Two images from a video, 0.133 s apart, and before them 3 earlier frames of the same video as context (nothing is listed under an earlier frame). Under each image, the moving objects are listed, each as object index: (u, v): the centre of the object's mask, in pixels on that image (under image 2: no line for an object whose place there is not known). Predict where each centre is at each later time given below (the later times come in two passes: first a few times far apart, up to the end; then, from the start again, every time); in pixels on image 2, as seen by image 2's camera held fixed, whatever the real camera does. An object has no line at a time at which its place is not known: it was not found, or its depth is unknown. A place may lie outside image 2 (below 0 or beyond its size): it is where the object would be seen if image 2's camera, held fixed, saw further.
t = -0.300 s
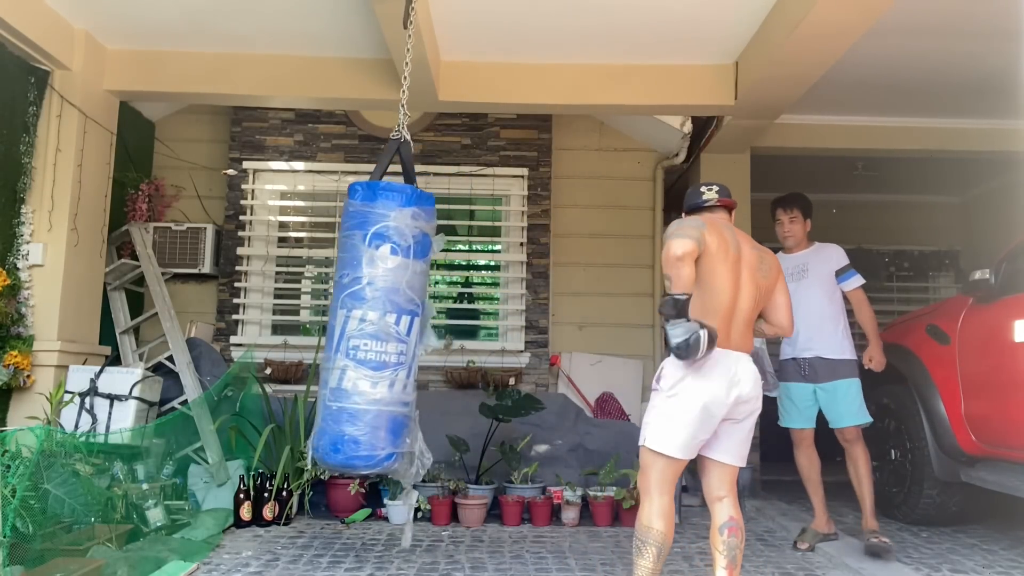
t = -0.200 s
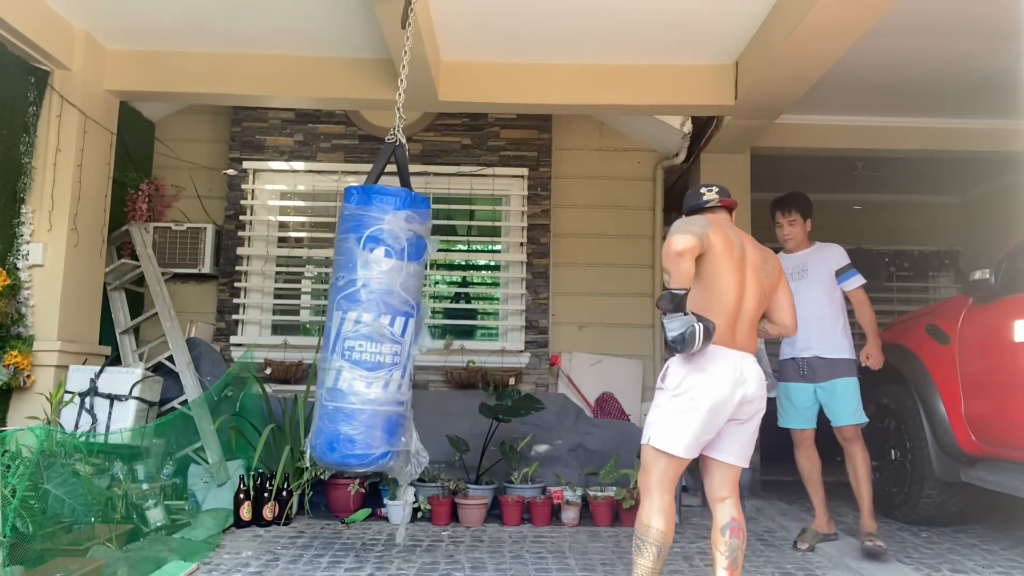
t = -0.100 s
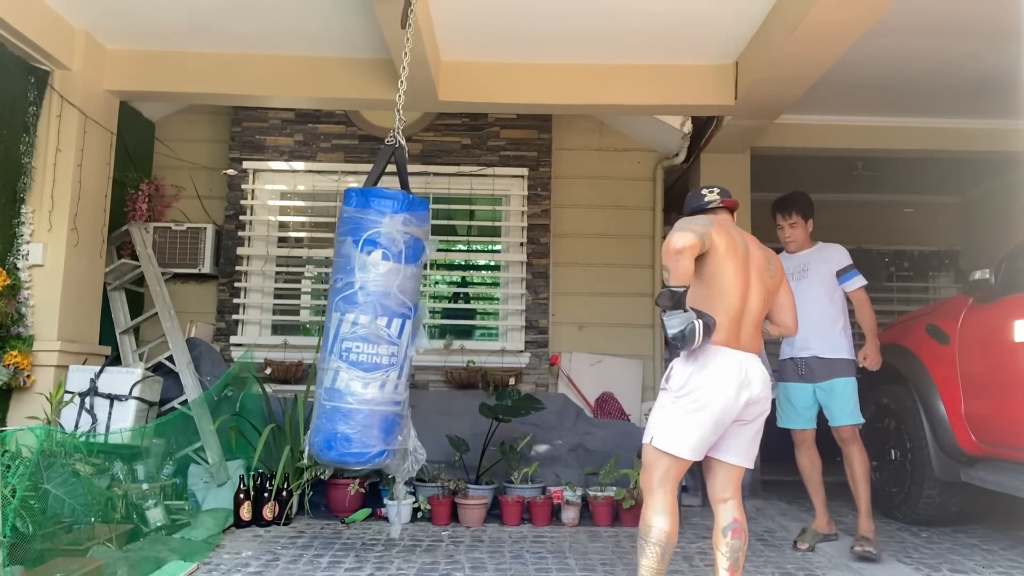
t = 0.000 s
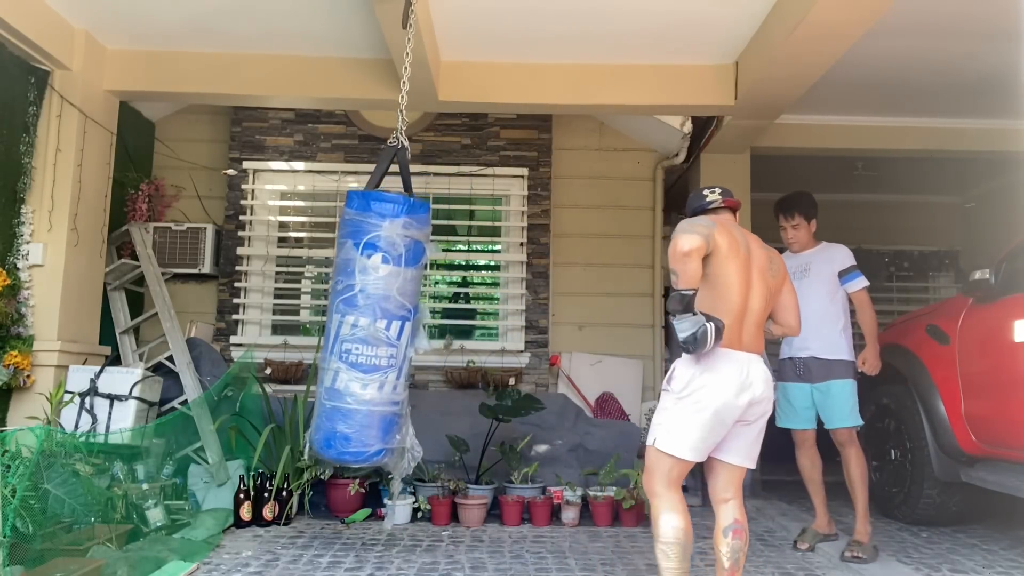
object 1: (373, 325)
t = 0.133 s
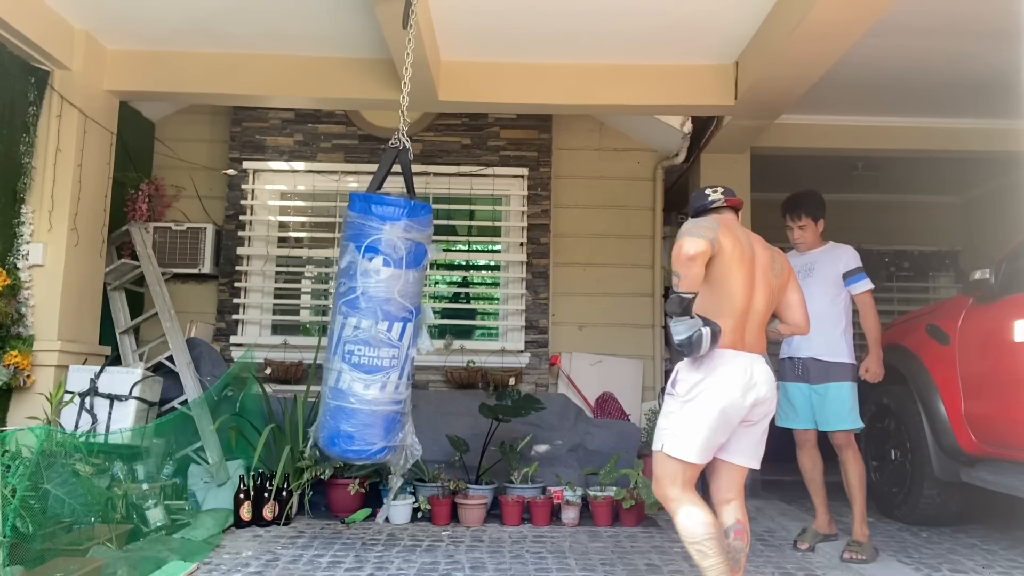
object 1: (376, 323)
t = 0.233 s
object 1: (380, 322)
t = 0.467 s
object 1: (394, 322)
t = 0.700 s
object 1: (411, 322)
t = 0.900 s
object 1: (425, 325)
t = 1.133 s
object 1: (436, 324)
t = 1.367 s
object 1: (439, 324)
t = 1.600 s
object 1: (431, 322)
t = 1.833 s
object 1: (416, 331)
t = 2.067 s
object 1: (395, 327)
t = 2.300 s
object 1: (381, 330)
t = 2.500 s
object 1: (375, 326)
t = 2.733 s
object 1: (378, 325)
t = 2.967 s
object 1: (388, 323)
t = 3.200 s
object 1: (403, 323)
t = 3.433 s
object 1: (418, 324)
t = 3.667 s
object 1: (431, 324)
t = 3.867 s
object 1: (436, 324)
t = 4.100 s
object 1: (433, 322)
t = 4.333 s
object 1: (421, 328)
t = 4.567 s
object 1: (404, 327)
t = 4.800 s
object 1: (388, 329)
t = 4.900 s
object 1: (381, 328)
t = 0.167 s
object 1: (377, 322)
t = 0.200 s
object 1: (378, 322)
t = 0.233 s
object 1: (380, 322)
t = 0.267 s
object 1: (382, 322)
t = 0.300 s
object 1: (383, 322)
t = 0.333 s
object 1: (385, 322)
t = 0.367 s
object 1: (387, 322)
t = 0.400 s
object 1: (390, 322)
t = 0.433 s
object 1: (392, 322)
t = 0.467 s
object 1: (394, 322)
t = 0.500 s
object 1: (397, 322)
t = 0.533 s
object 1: (399, 322)
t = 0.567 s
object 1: (402, 322)
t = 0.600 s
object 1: (404, 323)
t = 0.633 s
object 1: (406, 322)
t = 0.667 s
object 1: (409, 323)
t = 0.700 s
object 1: (411, 322)
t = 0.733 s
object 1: (413, 323)
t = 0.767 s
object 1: (415, 323)
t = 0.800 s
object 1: (418, 324)
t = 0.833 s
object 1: (420, 325)
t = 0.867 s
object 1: (423, 325)
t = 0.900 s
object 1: (425, 325)
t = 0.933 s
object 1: (427, 326)
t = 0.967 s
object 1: (429, 325)
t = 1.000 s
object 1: (430, 325)
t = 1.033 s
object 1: (432, 325)
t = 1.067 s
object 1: (434, 324)
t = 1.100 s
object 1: (435, 324)
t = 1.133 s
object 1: (436, 324)
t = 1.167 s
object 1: (437, 324)
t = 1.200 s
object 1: (437, 324)
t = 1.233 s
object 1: (438, 324)
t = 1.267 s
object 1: (438, 324)
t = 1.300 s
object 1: (438, 324)
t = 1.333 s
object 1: (438, 324)
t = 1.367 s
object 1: (439, 324)
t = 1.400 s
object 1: (438, 323)
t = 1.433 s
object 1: (438, 323)
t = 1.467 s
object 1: (437, 323)
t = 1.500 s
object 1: (435, 322)
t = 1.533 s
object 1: (434, 323)
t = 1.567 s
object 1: (433, 322)
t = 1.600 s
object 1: (431, 322)
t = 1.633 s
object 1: (429, 323)
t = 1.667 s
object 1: (427, 323)
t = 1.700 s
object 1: (425, 324)
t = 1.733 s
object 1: (422, 328)
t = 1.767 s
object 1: (421, 329)
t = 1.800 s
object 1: (419, 330)
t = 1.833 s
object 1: (416, 331)
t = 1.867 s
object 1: (411, 325)
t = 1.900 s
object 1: (411, 334)
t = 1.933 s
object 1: (407, 333)
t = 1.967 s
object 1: (405, 330)
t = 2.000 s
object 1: (401, 329)
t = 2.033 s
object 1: (397, 328)
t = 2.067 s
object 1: (395, 327)
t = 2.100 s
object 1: (392, 328)
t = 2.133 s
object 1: (389, 327)
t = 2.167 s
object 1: (387, 329)
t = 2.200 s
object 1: (386, 329)
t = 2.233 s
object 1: (384, 329)
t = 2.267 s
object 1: (381, 328)
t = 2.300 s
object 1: (381, 330)
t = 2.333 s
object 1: (379, 329)
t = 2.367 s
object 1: (378, 329)
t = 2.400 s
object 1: (377, 328)
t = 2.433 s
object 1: (376, 327)
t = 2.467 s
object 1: (375, 327)
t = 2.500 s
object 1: (375, 326)
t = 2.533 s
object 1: (373, 323)
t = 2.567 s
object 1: (373, 322)
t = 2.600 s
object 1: (373, 321)
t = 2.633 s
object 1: (375, 325)
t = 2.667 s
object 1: (376, 325)
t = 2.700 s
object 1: (377, 325)
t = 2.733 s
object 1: (378, 325)
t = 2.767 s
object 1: (379, 325)
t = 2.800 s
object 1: (380, 325)
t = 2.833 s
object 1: (382, 324)
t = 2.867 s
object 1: (383, 324)
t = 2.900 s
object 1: (385, 324)
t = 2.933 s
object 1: (387, 324)
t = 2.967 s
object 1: (388, 323)
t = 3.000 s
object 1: (390, 323)
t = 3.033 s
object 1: (392, 323)
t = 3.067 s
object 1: (394, 323)
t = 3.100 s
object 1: (396, 323)
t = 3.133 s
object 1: (399, 323)
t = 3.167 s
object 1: (401, 323)
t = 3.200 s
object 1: (403, 323)
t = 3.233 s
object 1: (405, 323)
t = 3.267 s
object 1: (408, 324)
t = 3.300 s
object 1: (410, 323)
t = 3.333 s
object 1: (412, 322)
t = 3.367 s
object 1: (414, 323)
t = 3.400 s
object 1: (416, 323)
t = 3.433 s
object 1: (418, 324)
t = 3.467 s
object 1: (420, 324)
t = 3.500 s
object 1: (422, 324)
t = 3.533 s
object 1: (425, 324)
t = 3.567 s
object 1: (426, 324)
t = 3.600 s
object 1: (428, 325)
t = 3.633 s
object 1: (429, 325)
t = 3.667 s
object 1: (431, 324)
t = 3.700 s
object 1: (432, 324)
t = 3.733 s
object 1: (433, 324)
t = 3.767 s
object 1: (435, 323)
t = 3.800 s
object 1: (435, 323)
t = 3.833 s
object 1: (436, 323)
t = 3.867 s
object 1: (436, 324)
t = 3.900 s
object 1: (436, 324)
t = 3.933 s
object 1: (436, 324)
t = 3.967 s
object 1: (436, 322)
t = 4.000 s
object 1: (435, 322)
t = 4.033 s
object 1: (435, 322)
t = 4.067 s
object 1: (434, 322)
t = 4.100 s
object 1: (433, 322)
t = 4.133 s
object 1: (432, 323)
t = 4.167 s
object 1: (430, 323)
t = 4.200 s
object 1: (429, 323)
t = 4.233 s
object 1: (427, 323)
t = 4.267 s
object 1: (426, 324)
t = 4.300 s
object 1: (423, 323)
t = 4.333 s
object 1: (421, 328)
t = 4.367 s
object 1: (420, 328)
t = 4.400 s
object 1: (417, 326)
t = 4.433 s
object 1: (414, 324)
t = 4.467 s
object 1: (411, 323)
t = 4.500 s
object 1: (409, 325)
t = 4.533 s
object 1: (406, 325)
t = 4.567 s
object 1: (404, 327)
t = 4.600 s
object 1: (401, 326)
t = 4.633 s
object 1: (399, 328)
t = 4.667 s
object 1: (396, 327)
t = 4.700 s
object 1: (394, 328)
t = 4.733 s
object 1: (391, 326)
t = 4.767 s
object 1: (389, 327)
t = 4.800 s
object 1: (388, 329)
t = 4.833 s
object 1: (386, 331)
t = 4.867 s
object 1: (383, 327)
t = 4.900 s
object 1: (381, 328)
